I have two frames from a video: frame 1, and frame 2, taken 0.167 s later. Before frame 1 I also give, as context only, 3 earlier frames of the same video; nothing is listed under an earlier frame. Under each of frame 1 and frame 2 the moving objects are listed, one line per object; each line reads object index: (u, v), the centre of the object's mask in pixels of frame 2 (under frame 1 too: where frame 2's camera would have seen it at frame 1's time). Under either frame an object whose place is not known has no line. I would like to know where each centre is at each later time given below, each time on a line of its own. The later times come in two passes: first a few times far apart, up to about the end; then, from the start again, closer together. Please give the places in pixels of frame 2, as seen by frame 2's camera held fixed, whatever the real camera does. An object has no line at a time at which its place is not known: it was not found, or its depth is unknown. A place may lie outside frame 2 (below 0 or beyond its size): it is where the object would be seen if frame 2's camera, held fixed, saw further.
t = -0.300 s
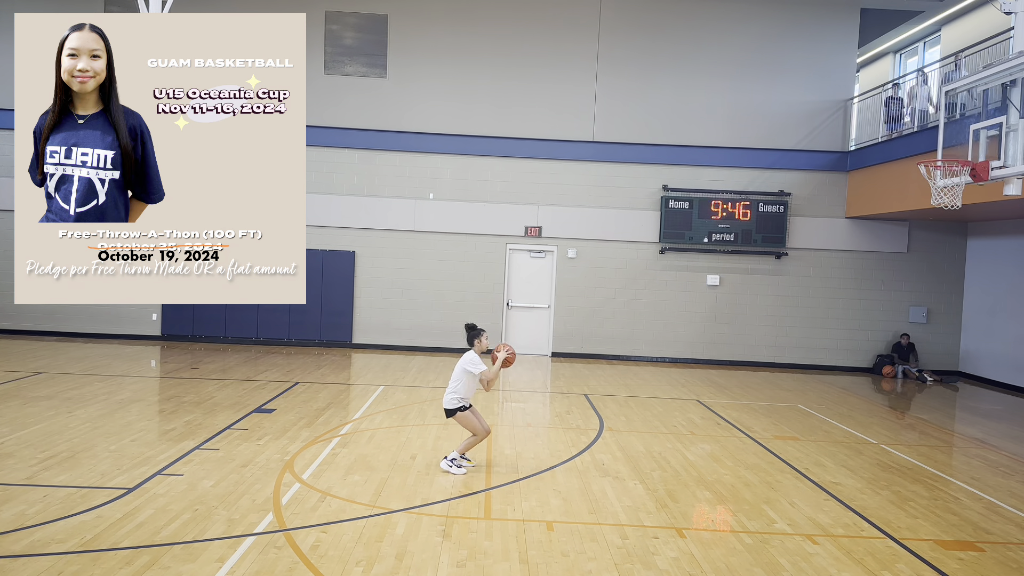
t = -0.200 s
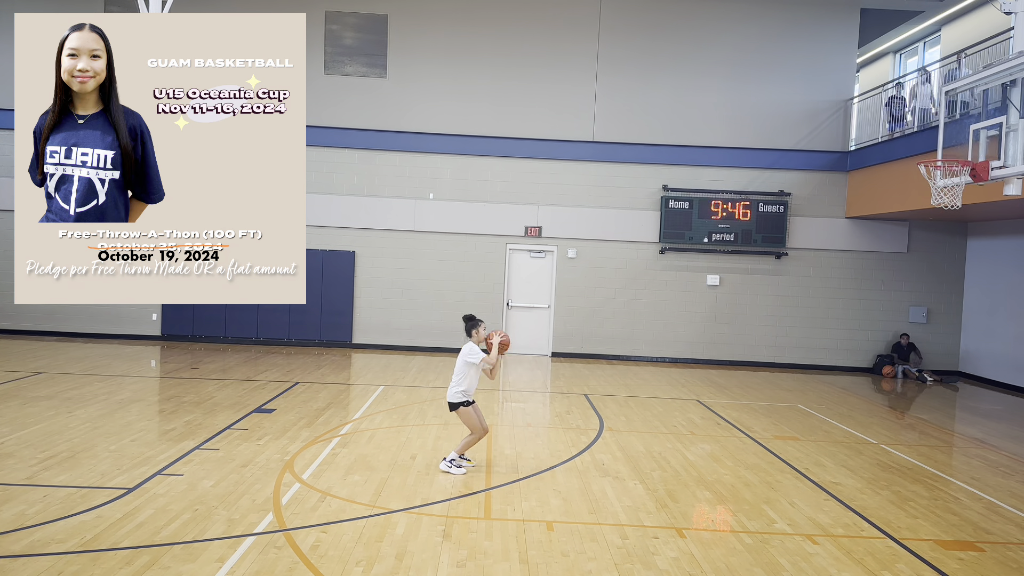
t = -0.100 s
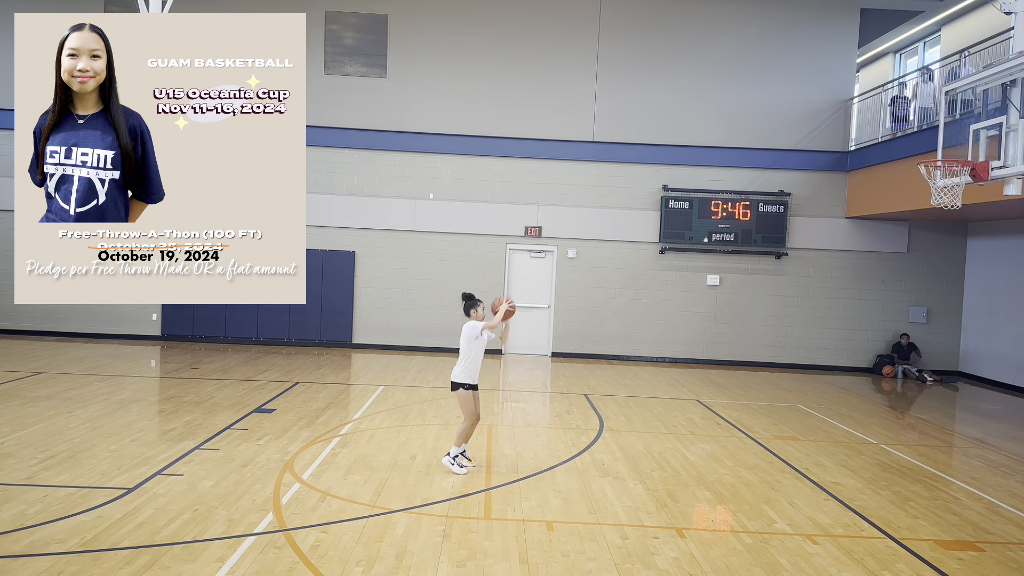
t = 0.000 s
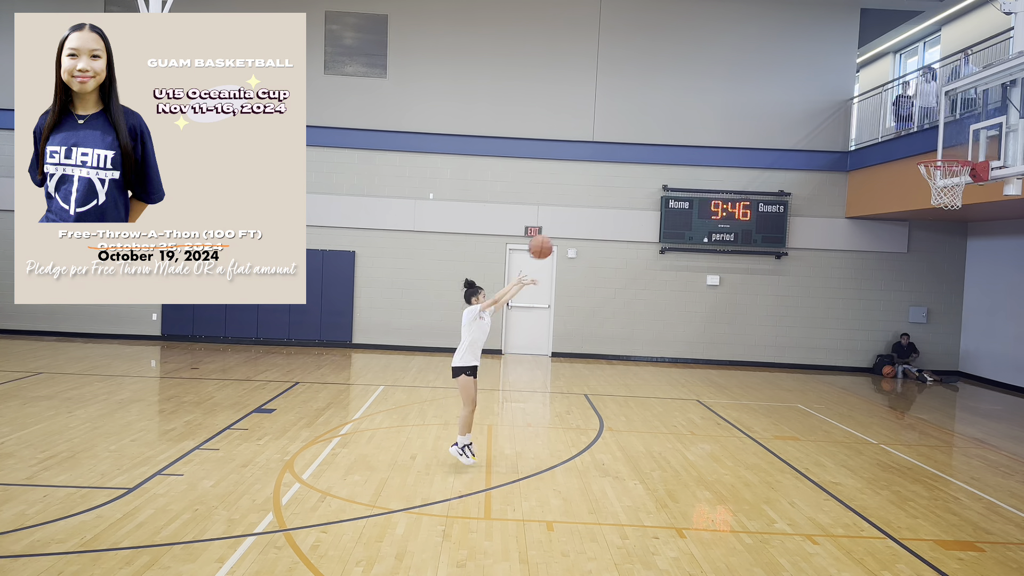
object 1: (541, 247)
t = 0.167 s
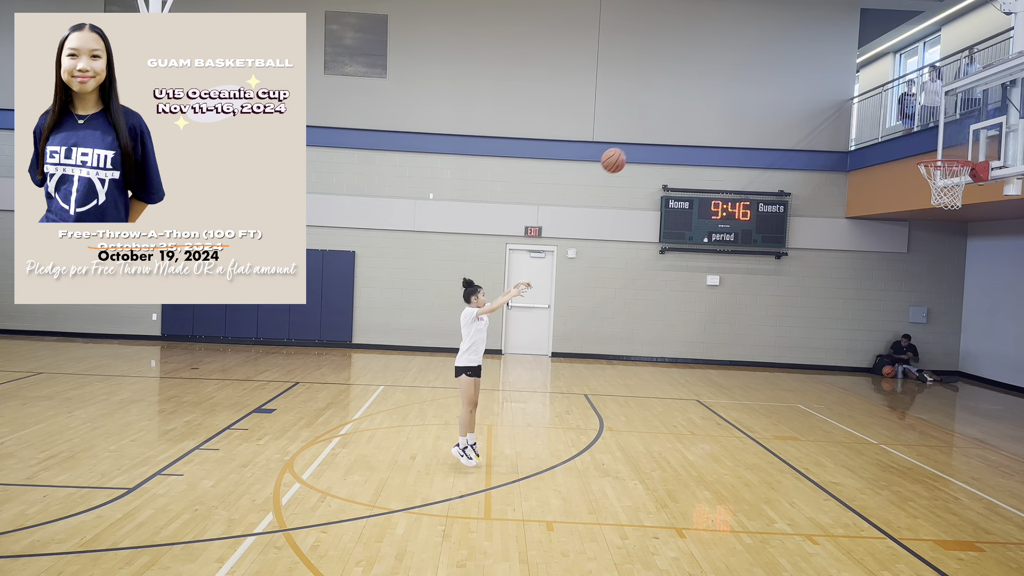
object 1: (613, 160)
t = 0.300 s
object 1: (670, 113)
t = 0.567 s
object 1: (780, 73)
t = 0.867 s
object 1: (891, 118)
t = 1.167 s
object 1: (950, 179)
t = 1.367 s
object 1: (941, 180)
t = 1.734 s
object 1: (943, 241)
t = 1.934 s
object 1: (948, 323)
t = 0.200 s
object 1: (628, 147)
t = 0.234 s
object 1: (642, 135)
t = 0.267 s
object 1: (656, 123)
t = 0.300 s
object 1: (670, 113)
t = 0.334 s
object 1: (684, 104)
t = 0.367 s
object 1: (698, 96)
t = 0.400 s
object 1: (712, 89)
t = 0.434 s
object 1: (726, 84)
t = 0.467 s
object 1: (740, 79)
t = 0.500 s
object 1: (754, 76)
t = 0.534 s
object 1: (767, 74)
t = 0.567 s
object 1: (780, 73)
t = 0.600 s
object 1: (793, 74)
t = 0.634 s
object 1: (806, 75)
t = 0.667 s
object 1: (818, 78)
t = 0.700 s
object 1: (831, 82)
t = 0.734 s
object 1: (843, 87)
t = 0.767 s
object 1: (856, 93)
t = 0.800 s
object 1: (868, 100)
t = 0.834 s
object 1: (879, 109)
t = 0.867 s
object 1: (891, 118)
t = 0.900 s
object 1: (903, 130)
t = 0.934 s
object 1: (915, 141)
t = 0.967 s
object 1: (925, 151)
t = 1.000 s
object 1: (936, 153)
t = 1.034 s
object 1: (945, 164)
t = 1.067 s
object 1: (949, 171)
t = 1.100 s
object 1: (950, 172)
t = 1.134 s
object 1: (949, 178)
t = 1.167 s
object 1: (950, 179)
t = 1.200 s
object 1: (949, 177)
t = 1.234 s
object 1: (947, 175)
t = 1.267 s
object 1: (947, 175)
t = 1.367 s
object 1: (941, 180)
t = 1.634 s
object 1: (940, 215)
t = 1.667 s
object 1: (941, 222)
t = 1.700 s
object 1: (942, 231)
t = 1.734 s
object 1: (943, 241)
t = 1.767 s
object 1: (944, 252)
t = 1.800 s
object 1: (945, 264)
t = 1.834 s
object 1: (946, 278)
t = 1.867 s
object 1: (947, 292)
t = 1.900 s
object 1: (947, 307)
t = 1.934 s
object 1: (948, 323)
